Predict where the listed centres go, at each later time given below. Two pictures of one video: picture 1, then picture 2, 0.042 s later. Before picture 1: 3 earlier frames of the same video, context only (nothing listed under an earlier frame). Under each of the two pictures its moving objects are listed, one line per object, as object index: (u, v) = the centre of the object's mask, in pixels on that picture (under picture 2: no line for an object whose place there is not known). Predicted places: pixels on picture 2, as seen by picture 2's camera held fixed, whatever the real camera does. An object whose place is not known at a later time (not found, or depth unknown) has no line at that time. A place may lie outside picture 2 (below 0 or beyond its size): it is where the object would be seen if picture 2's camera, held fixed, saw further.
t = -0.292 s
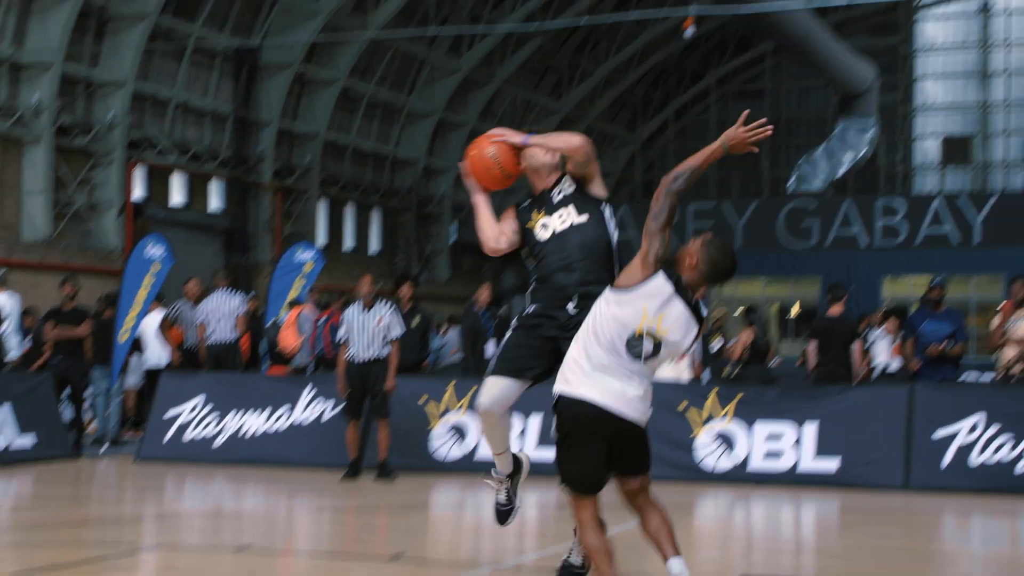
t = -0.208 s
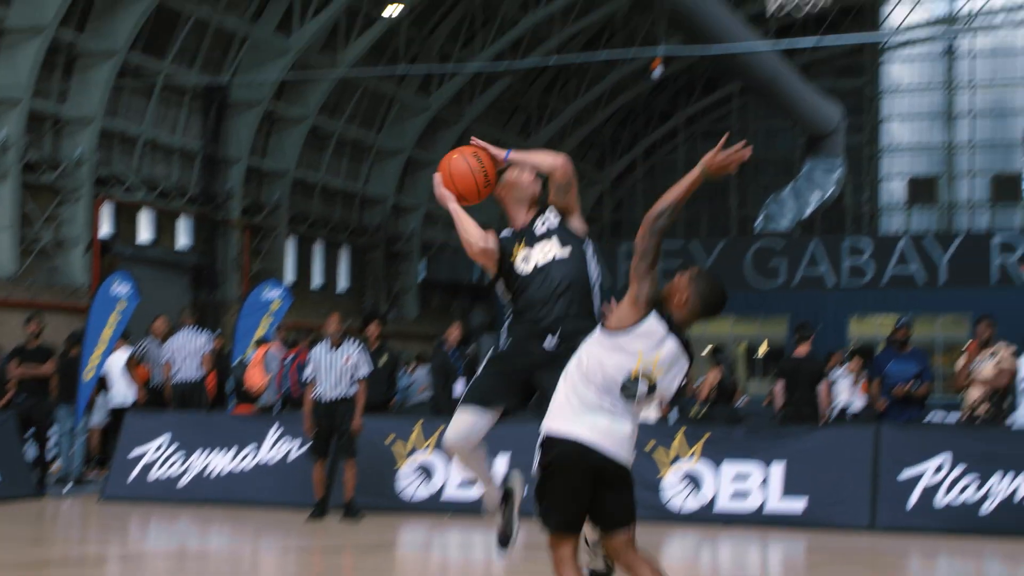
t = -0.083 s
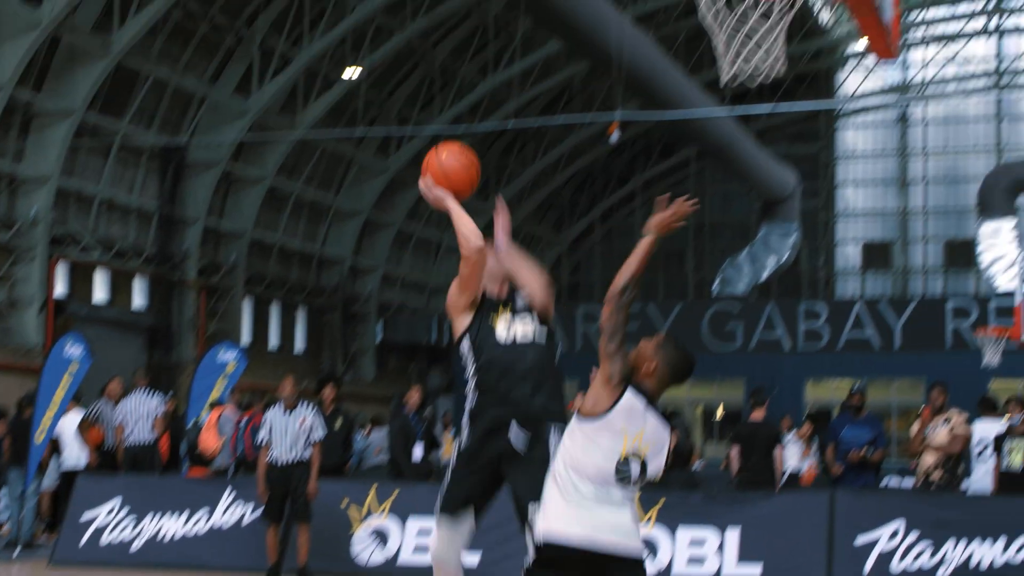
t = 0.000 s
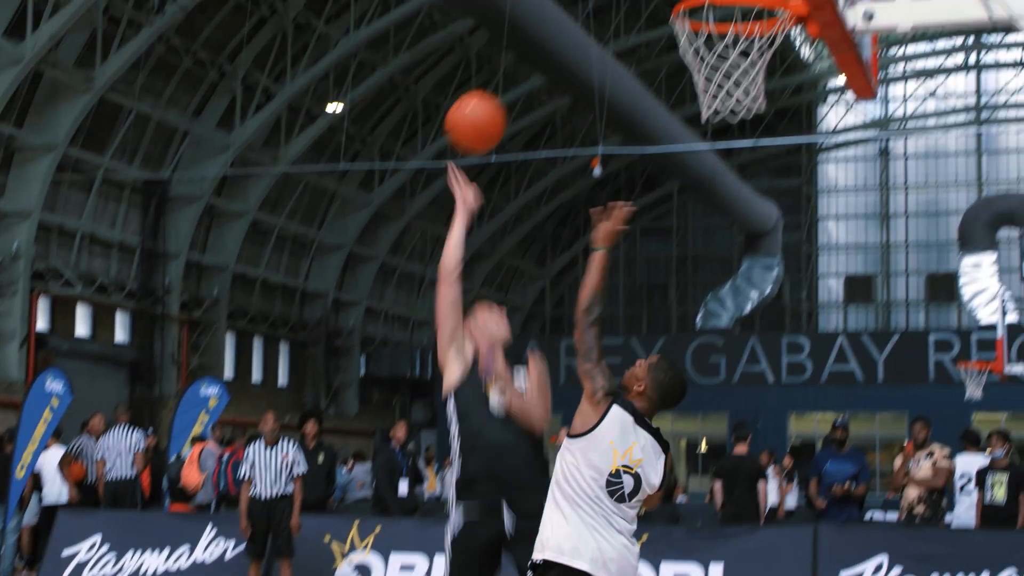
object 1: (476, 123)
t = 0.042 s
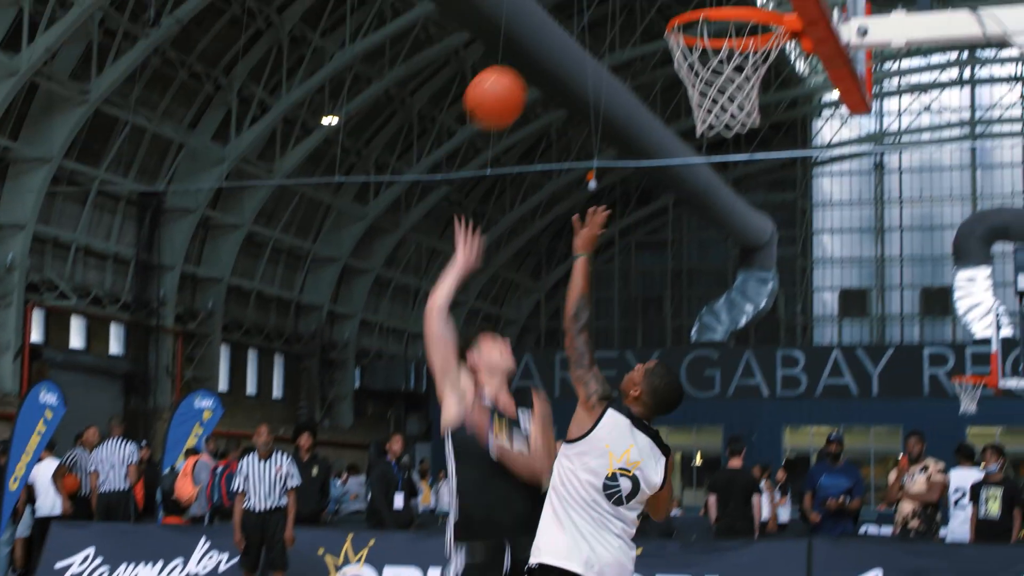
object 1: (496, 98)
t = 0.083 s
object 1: (522, 62)
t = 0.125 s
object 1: (548, 31)
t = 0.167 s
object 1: (574, 3)
